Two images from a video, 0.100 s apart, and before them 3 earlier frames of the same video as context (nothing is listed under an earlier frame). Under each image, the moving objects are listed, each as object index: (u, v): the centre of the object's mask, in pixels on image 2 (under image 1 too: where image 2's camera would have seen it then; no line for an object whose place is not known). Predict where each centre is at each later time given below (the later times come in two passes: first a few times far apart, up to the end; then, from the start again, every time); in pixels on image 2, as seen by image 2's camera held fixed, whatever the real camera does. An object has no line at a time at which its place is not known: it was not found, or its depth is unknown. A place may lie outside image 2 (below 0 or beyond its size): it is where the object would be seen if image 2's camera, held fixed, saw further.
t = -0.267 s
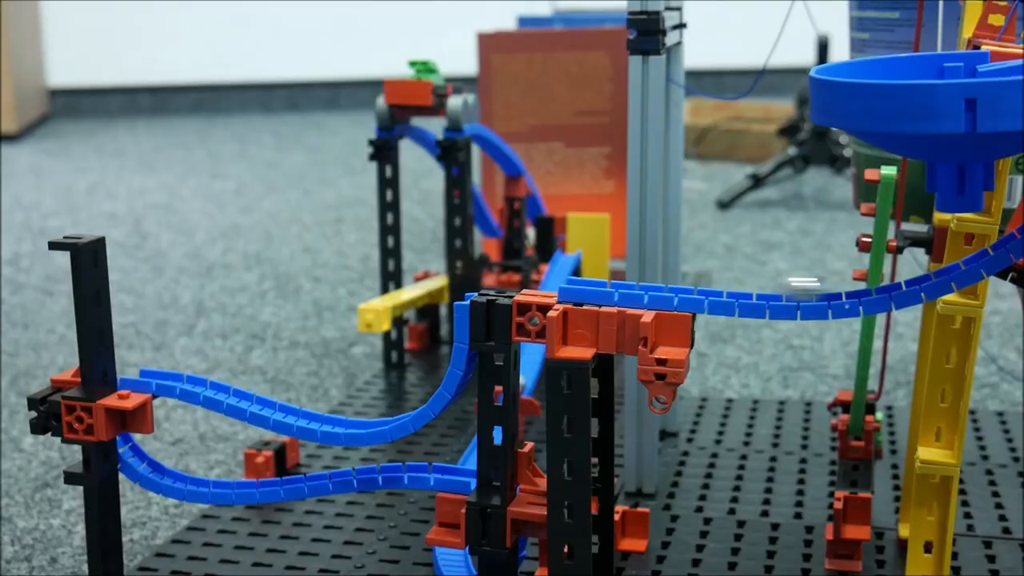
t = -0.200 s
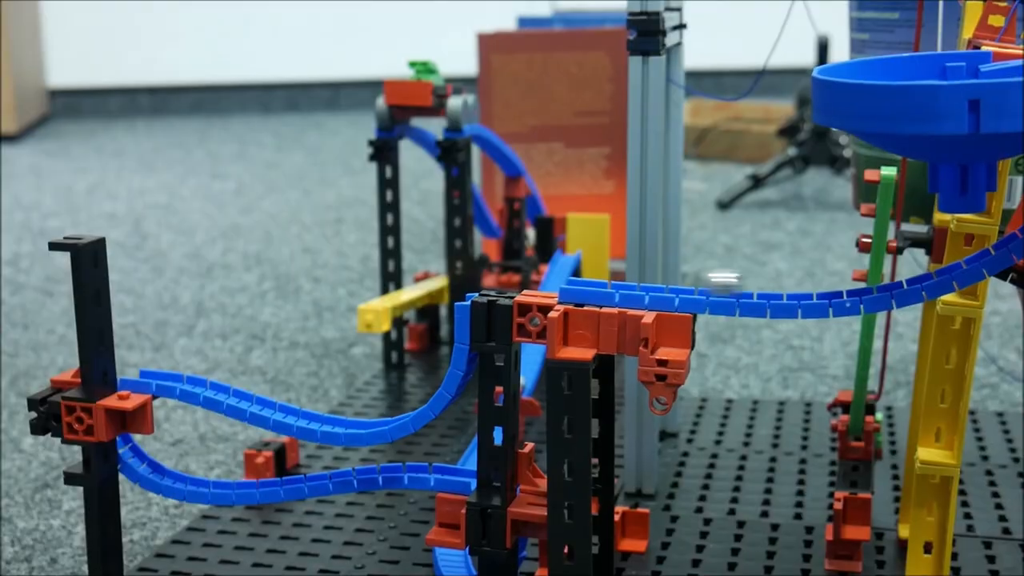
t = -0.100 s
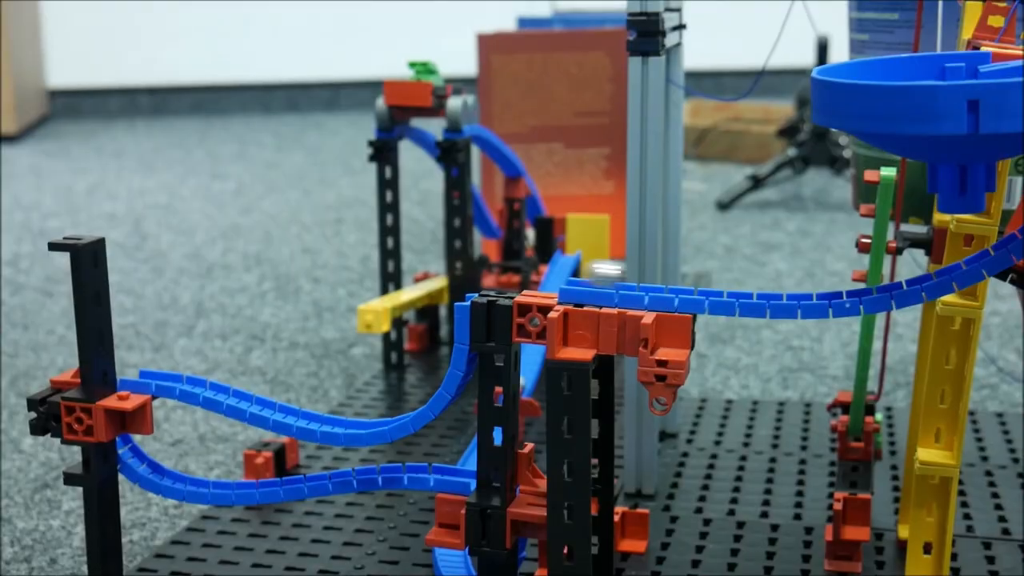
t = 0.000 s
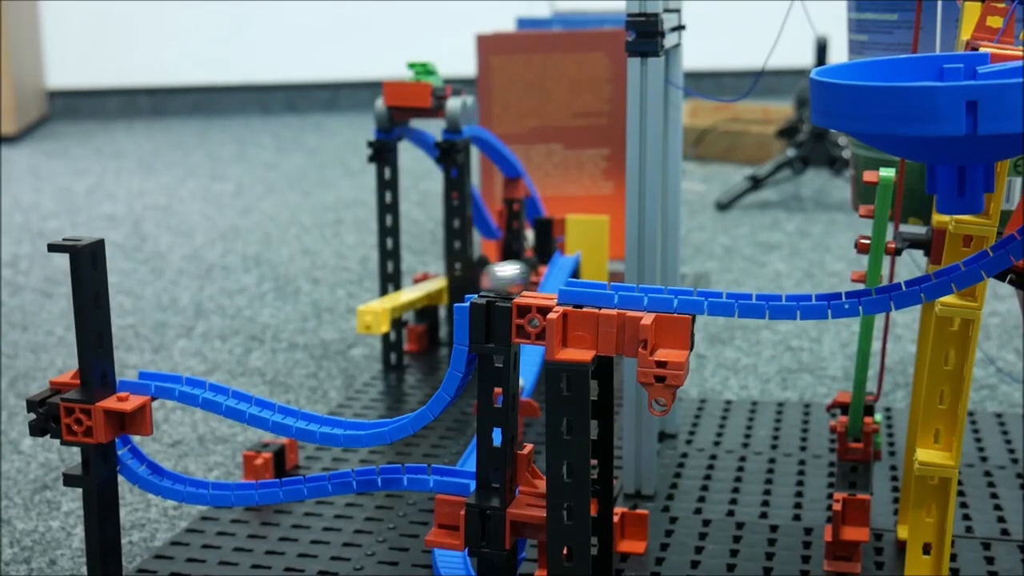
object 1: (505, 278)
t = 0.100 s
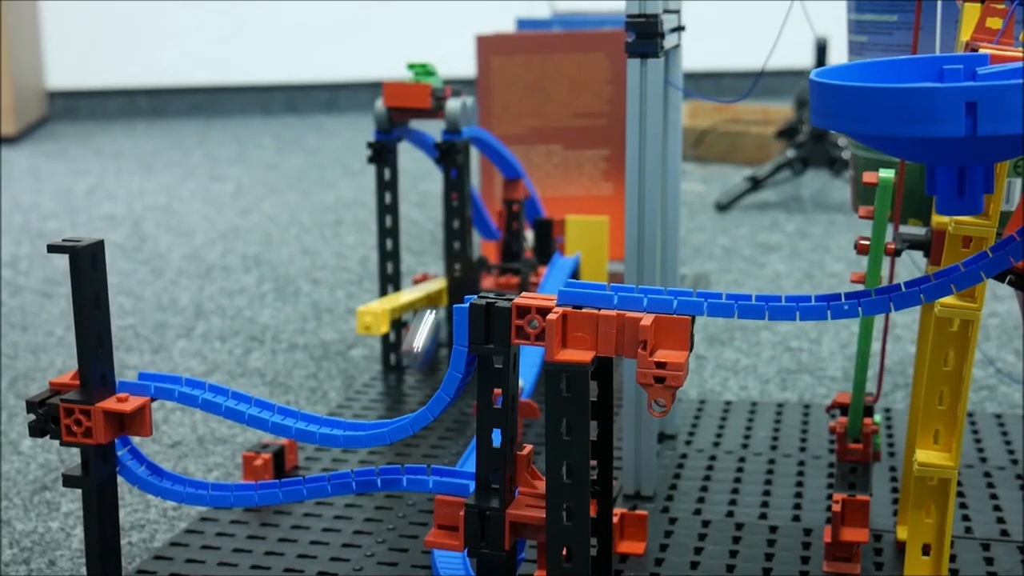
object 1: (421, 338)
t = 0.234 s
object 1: (242, 393)
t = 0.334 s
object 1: (152, 369)
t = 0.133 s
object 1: (390, 410)
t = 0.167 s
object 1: (358, 416)
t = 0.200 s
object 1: (298, 405)
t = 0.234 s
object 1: (242, 393)
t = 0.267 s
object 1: (223, 382)
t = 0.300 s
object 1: (185, 375)
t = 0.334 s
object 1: (152, 369)
